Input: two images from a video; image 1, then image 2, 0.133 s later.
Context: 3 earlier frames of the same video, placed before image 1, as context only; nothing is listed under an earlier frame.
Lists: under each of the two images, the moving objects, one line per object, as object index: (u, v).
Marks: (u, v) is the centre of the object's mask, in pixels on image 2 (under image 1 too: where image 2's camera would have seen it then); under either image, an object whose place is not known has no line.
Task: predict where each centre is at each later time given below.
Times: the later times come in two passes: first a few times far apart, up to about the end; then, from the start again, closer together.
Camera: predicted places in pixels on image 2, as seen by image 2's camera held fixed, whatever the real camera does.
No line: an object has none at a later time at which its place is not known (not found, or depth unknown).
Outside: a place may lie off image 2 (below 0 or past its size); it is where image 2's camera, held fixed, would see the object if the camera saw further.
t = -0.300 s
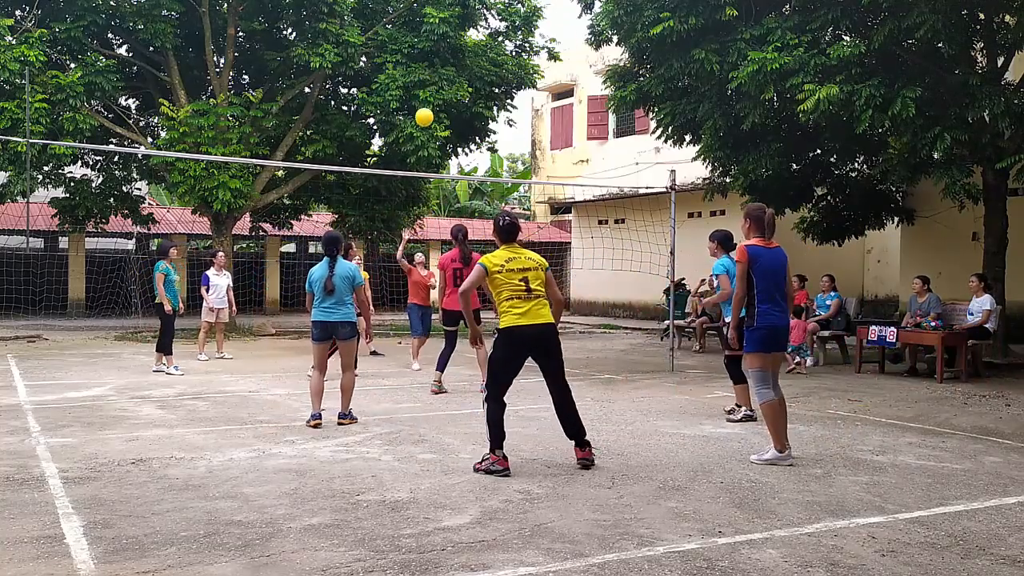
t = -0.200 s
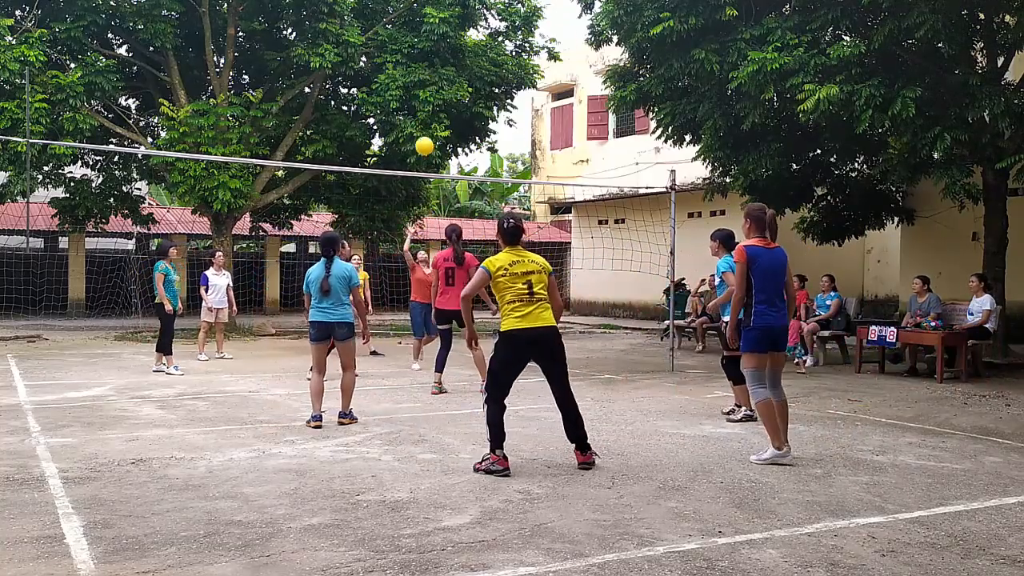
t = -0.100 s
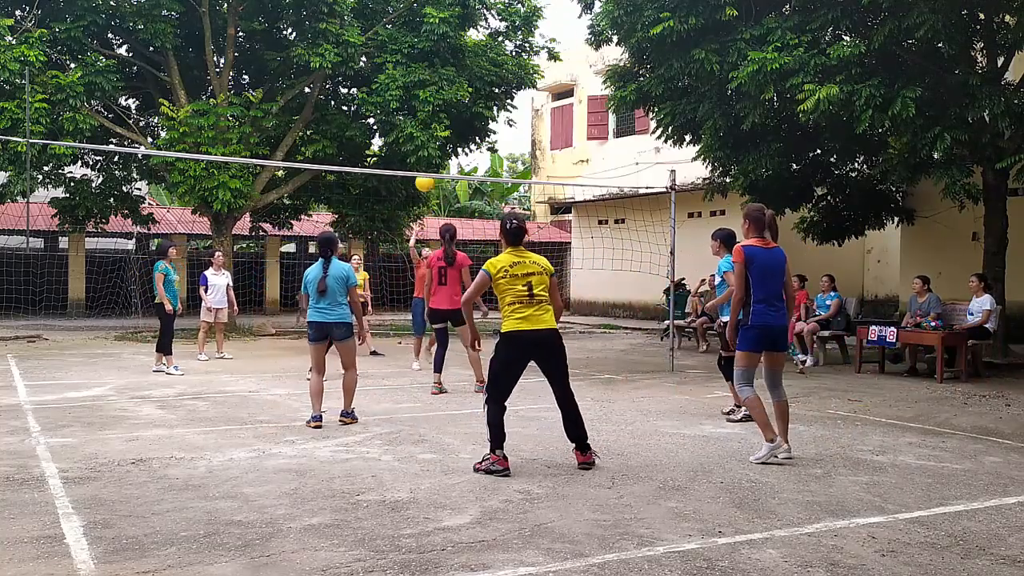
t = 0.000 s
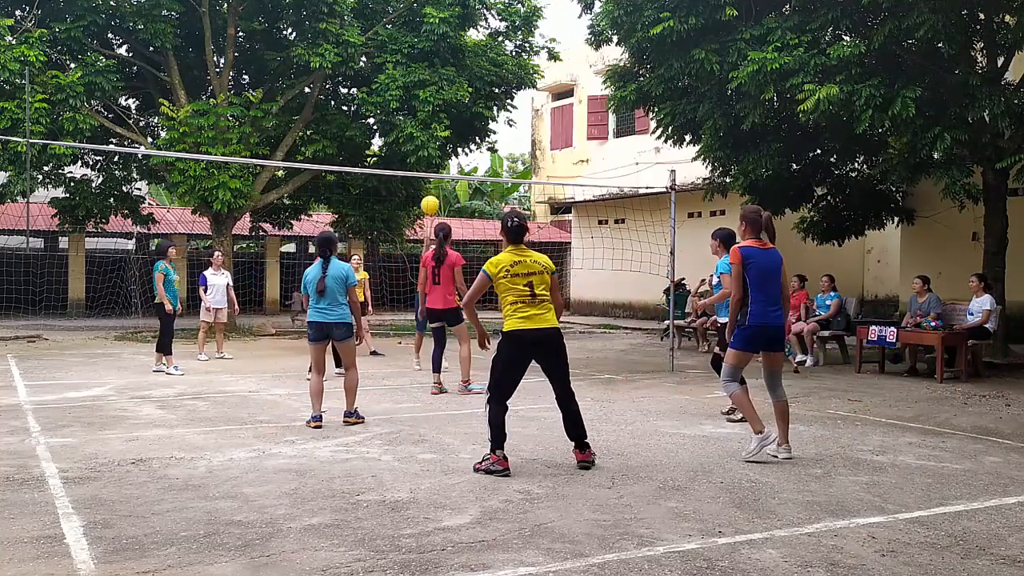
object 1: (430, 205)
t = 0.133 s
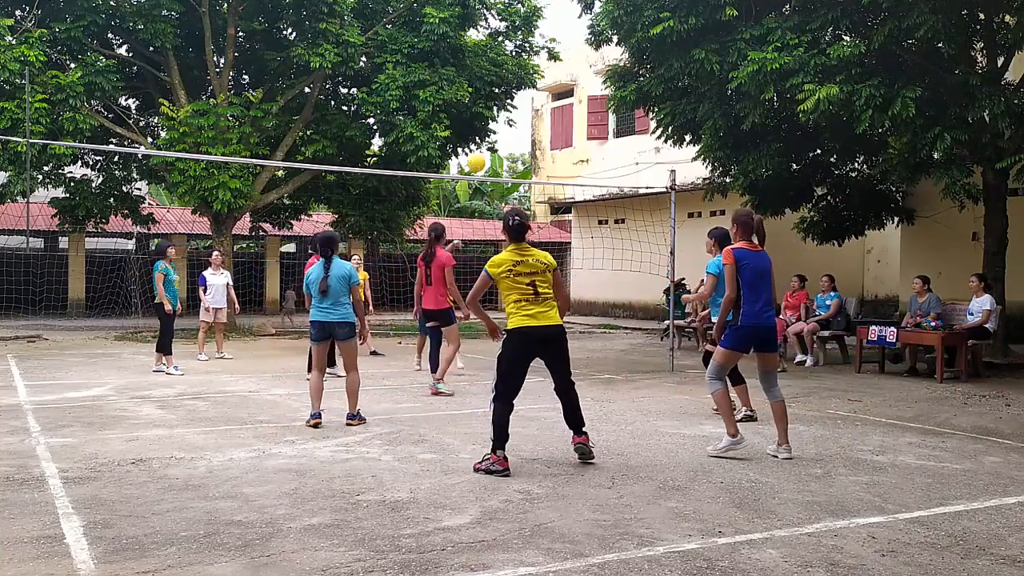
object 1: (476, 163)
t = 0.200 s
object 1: (500, 147)
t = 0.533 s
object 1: (641, 117)
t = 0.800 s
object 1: (779, 175)
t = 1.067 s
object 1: (954, 337)
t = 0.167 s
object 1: (489, 154)
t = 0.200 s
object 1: (500, 147)
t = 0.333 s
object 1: (553, 122)
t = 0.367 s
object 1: (567, 119)
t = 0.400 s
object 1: (582, 117)
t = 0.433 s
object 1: (596, 115)
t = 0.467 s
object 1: (610, 114)
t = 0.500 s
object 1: (626, 115)
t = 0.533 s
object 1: (641, 117)
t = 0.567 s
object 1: (657, 119)
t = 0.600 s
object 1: (673, 123)
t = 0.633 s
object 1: (690, 128)
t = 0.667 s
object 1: (706, 135)
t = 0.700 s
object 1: (724, 143)
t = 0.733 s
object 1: (742, 152)
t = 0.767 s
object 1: (760, 163)
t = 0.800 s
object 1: (779, 175)
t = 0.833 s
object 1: (799, 189)
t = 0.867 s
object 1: (819, 204)
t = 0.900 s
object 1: (840, 222)
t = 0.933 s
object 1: (861, 241)
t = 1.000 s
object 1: (906, 284)
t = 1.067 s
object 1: (954, 337)
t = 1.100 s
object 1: (980, 365)
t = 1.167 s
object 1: (1019, 430)
